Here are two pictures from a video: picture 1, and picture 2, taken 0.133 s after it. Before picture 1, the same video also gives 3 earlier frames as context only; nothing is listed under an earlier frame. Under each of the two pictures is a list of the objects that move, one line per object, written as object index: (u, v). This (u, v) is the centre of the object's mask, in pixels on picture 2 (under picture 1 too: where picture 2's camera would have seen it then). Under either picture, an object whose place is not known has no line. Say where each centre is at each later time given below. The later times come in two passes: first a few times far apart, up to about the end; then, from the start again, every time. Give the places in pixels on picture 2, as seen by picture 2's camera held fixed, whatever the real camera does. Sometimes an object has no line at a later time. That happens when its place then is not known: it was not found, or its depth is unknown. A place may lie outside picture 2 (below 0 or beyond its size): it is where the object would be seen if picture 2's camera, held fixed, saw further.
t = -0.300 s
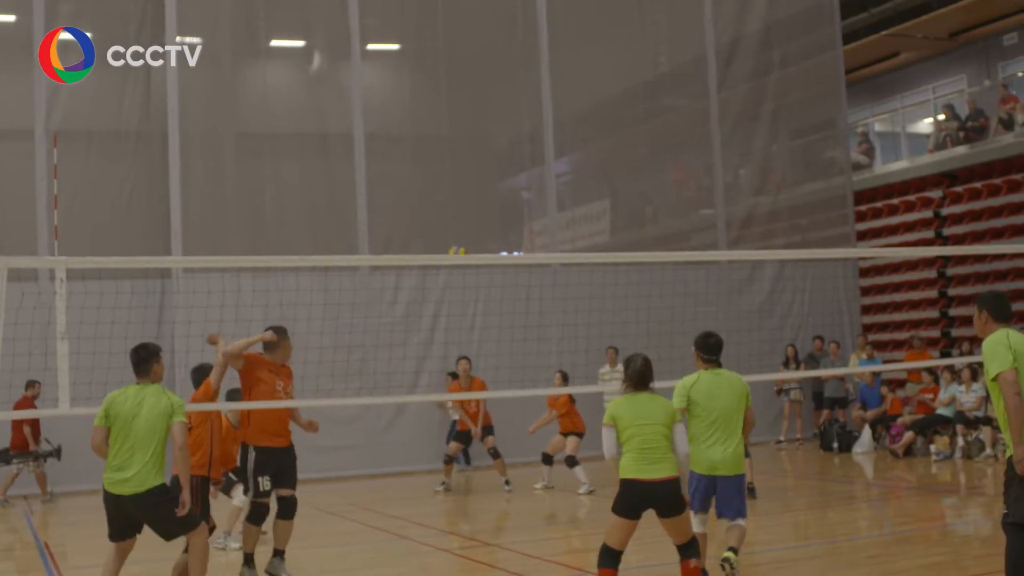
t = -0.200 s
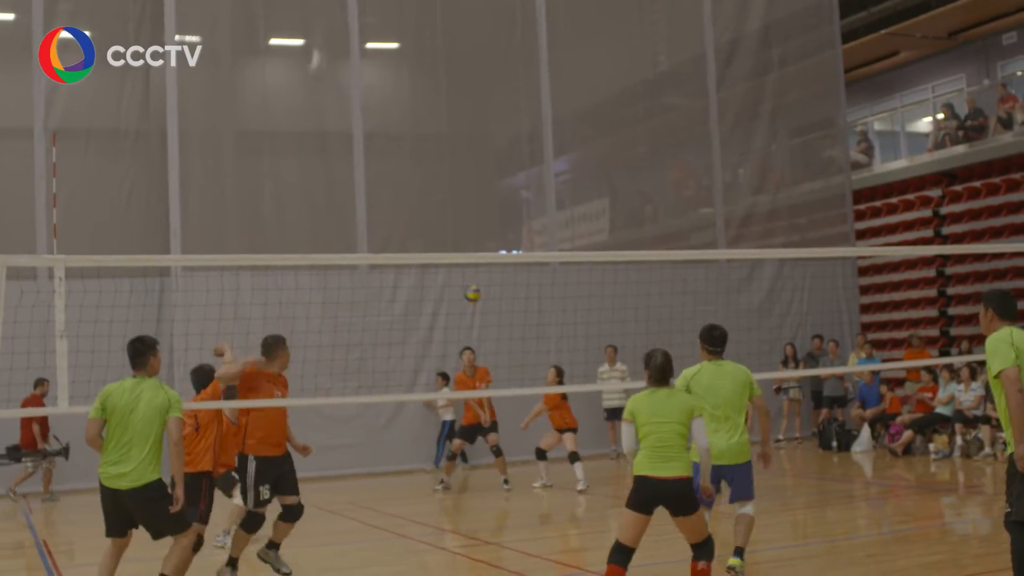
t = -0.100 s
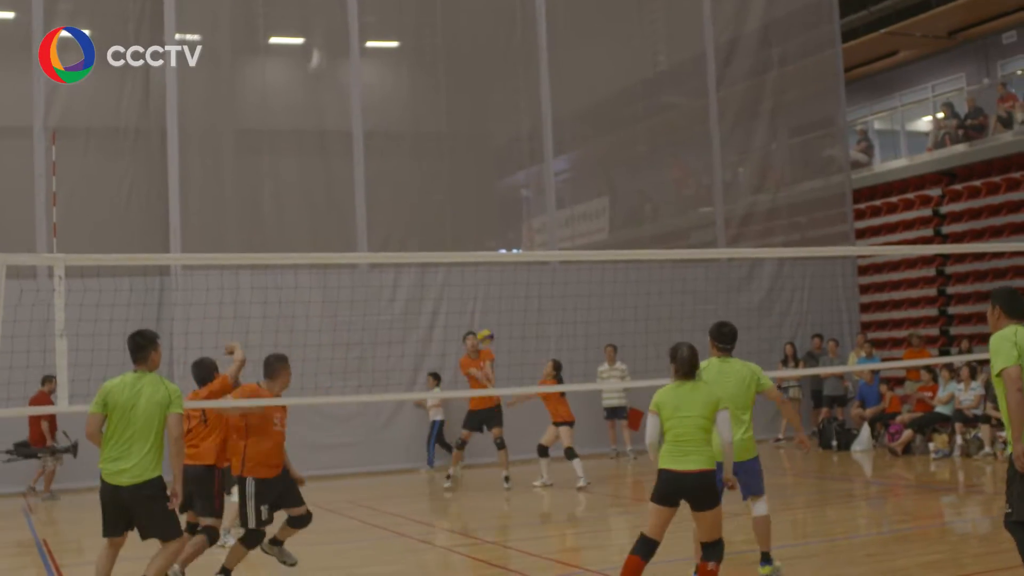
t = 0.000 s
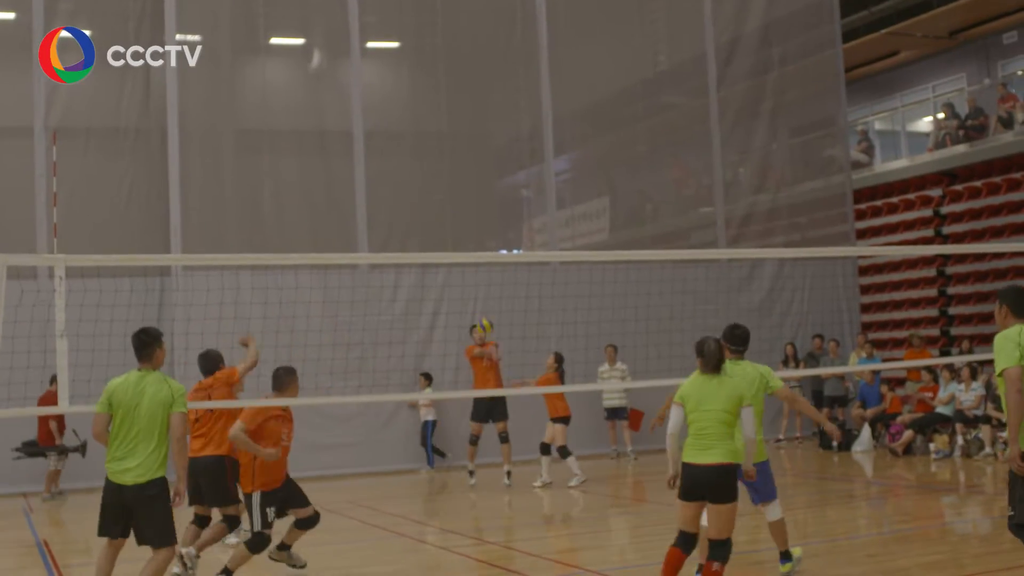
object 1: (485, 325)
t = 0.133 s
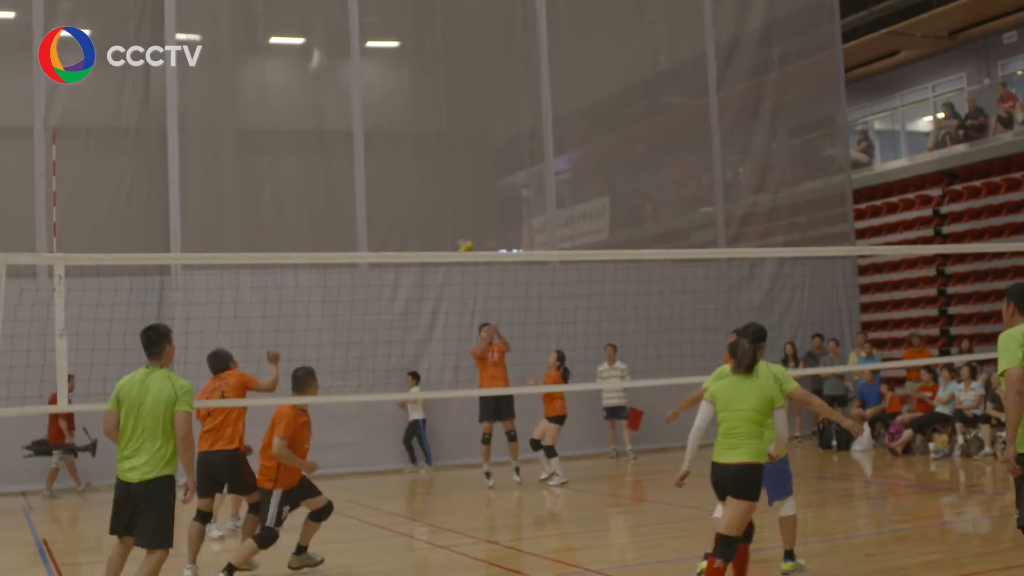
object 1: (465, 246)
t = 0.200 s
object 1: (454, 214)
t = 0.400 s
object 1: (425, 132)
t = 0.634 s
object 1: (390, 74)
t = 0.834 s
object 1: (358, 59)
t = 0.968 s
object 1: (336, 72)
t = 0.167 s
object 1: (459, 230)
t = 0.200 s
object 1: (454, 214)
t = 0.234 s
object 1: (450, 198)
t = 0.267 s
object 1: (445, 183)
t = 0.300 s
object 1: (440, 169)
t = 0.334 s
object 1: (435, 155)
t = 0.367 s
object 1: (429, 144)
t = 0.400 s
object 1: (425, 132)
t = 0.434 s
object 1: (420, 122)
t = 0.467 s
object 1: (415, 112)
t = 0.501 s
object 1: (410, 103)
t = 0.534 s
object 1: (405, 95)
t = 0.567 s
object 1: (401, 87)
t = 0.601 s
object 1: (395, 80)
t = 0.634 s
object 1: (390, 74)
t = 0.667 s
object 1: (386, 69)
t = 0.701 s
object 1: (380, 65)
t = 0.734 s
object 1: (374, 62)
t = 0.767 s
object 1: (369, 60)
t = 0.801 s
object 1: (363, 59)
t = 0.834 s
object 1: (358, 59)
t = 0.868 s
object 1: (352, 61)
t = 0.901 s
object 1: (347, 63)
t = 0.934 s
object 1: (341, 67)
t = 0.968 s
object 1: (336, 72)
